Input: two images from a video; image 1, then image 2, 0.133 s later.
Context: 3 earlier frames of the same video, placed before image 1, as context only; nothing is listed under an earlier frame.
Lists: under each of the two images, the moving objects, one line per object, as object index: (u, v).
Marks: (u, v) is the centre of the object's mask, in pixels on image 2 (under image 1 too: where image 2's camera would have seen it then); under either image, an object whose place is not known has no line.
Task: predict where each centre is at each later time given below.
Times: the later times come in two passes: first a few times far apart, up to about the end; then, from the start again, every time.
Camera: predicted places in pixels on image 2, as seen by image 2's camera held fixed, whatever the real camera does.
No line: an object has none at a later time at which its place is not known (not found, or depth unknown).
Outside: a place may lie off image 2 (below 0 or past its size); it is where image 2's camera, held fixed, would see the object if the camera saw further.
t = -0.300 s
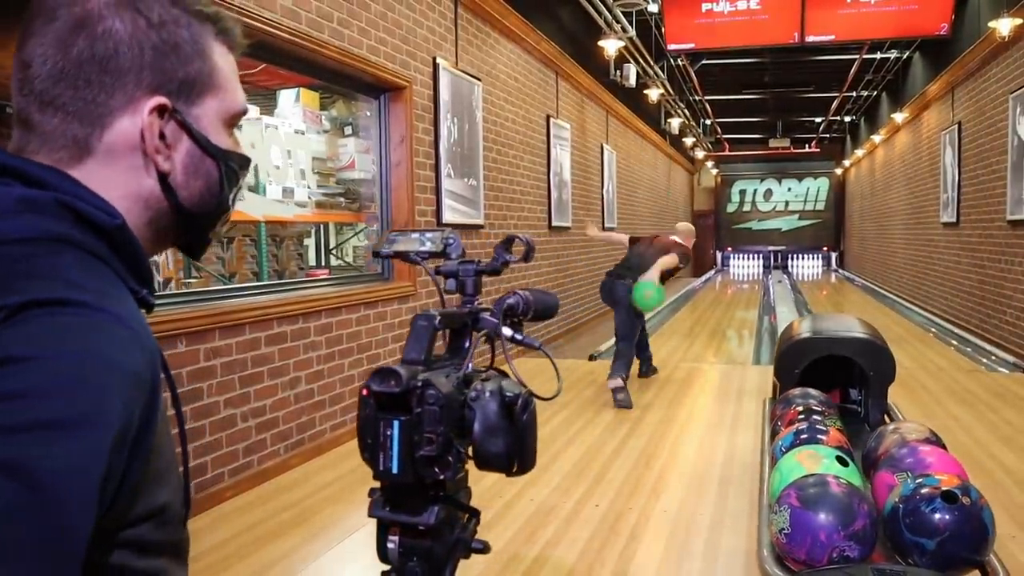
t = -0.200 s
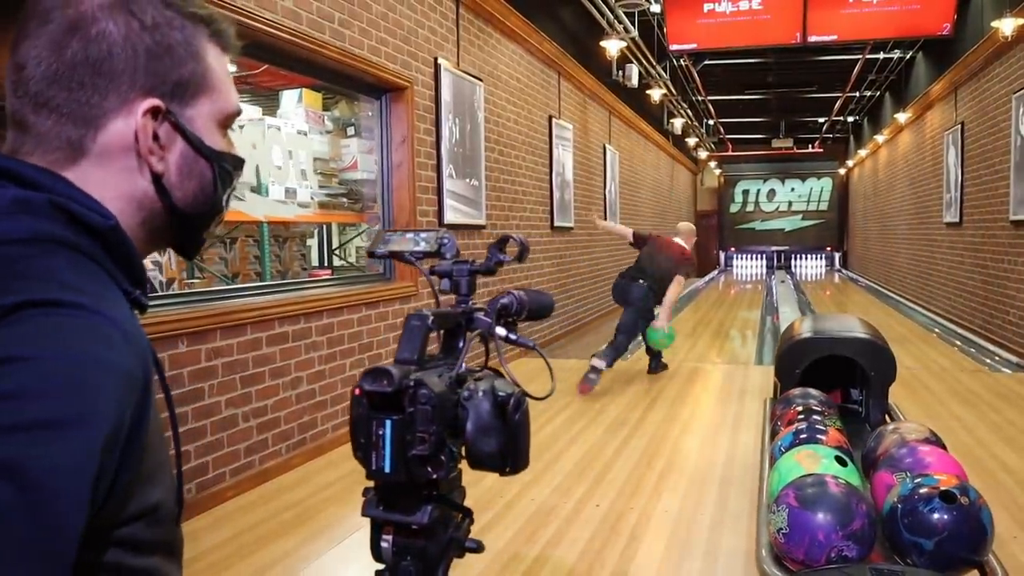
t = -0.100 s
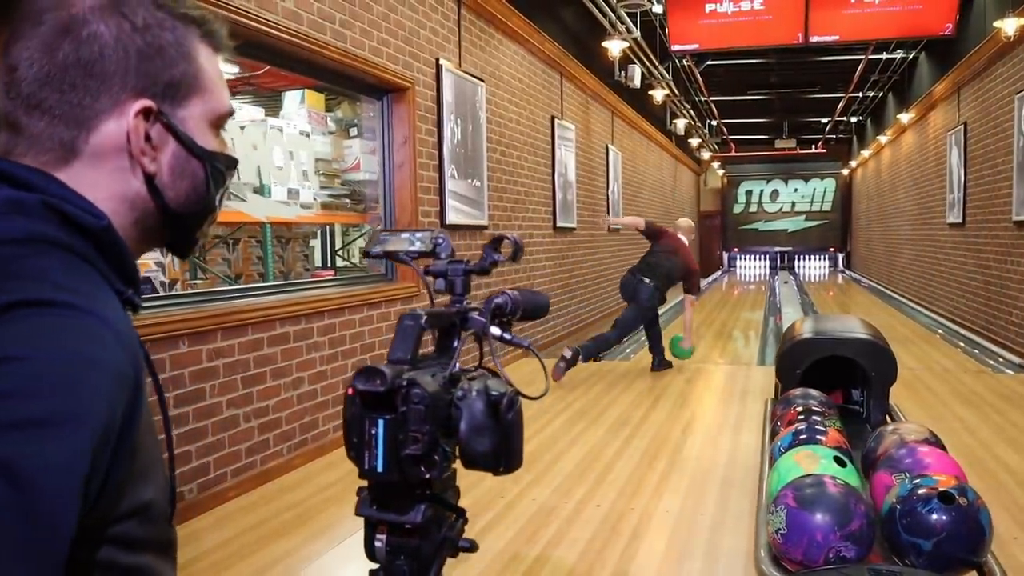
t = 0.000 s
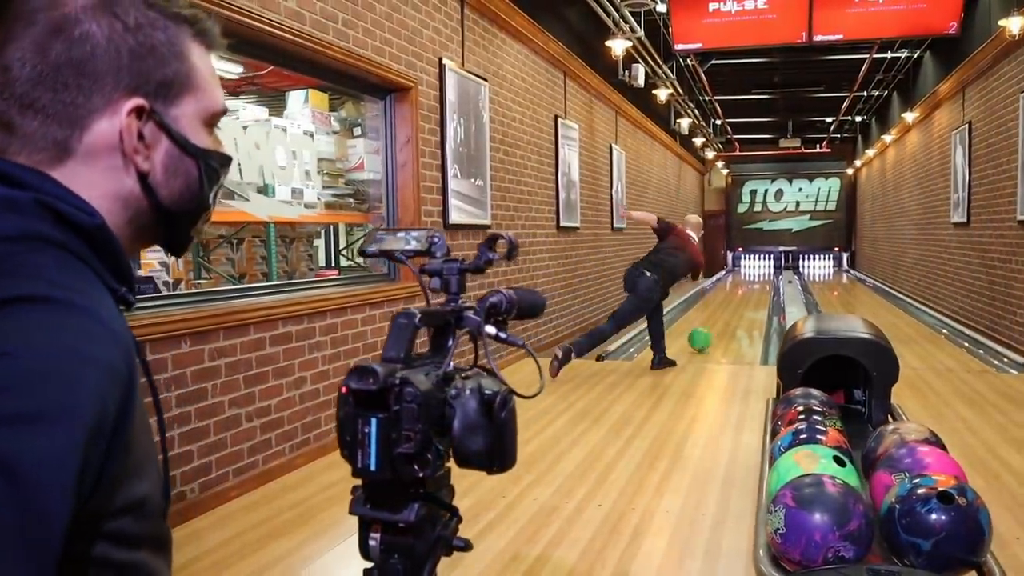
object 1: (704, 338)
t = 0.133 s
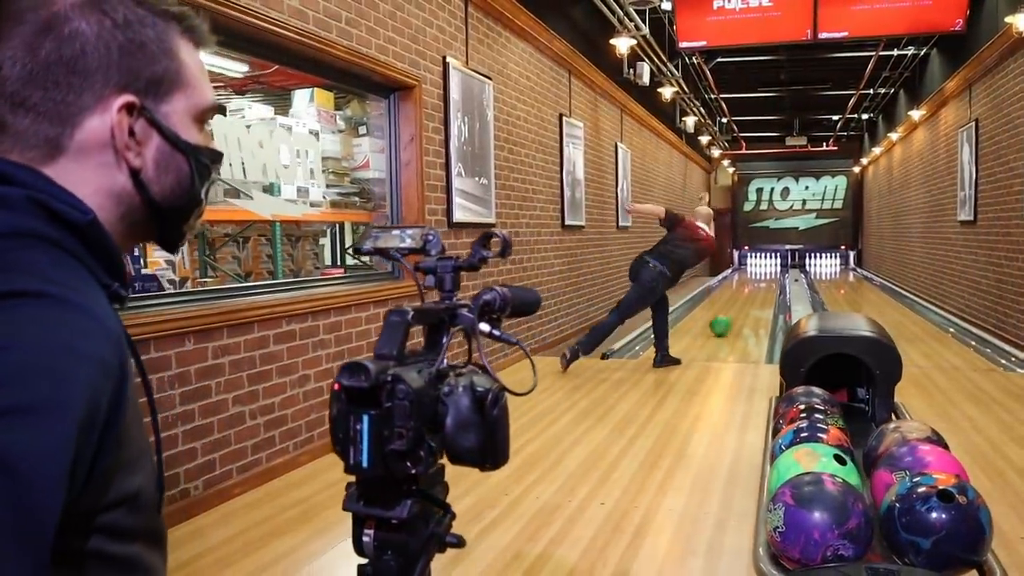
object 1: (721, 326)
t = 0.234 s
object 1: (728, 318)
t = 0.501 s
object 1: (746, 302)
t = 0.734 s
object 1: (756, 291)
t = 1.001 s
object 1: (764, 284)
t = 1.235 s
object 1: (767, 279)
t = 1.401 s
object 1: (769, 275)
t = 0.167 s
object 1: (723, 323)
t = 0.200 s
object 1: (726, 320)
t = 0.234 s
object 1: (728, 318)
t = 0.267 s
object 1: (731, 315)
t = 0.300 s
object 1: (733, 313)
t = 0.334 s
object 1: (736, 310)
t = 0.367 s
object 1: (738, 309)
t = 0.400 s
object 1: (739, 307)
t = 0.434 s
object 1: (742, 305)
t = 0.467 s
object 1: (744, 303)
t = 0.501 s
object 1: (746, 302)
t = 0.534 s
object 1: (748, 300)
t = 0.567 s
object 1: (749, 298)
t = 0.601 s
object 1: (751, 297)
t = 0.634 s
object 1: (752, 296)
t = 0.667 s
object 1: (753, 295)
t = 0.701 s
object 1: (754, 293)
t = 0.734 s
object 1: (756, 291)
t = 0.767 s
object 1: (757, 291)
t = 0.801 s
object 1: (757, 290)
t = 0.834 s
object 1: (759, 289)
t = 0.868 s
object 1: (760, 287)
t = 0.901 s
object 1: (760, 287)
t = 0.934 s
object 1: (762, 286)
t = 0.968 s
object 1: (763, 285)
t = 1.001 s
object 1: (764, 284)
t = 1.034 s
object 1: (764, 283)
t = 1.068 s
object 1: (765, 282)
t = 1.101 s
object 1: (766, 282)
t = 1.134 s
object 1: (765, 280)
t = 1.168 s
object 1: (765, 280)
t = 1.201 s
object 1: (766, 279)
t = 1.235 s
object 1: (767, 279)
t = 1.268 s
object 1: (767, 279)
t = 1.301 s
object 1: (768, 278)
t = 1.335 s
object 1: (769, 277)
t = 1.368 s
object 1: (769, 276)
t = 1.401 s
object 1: (769, 275)
